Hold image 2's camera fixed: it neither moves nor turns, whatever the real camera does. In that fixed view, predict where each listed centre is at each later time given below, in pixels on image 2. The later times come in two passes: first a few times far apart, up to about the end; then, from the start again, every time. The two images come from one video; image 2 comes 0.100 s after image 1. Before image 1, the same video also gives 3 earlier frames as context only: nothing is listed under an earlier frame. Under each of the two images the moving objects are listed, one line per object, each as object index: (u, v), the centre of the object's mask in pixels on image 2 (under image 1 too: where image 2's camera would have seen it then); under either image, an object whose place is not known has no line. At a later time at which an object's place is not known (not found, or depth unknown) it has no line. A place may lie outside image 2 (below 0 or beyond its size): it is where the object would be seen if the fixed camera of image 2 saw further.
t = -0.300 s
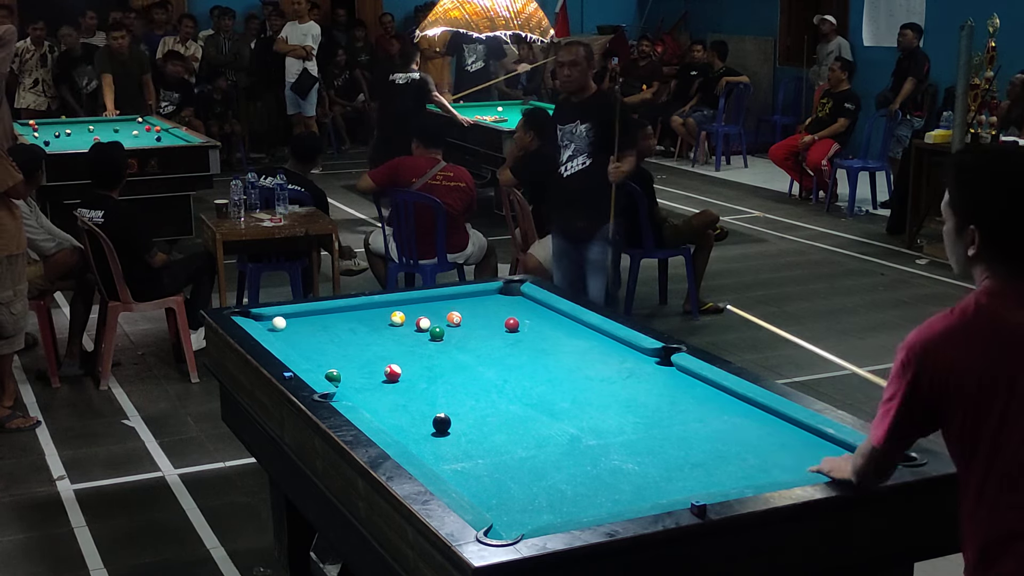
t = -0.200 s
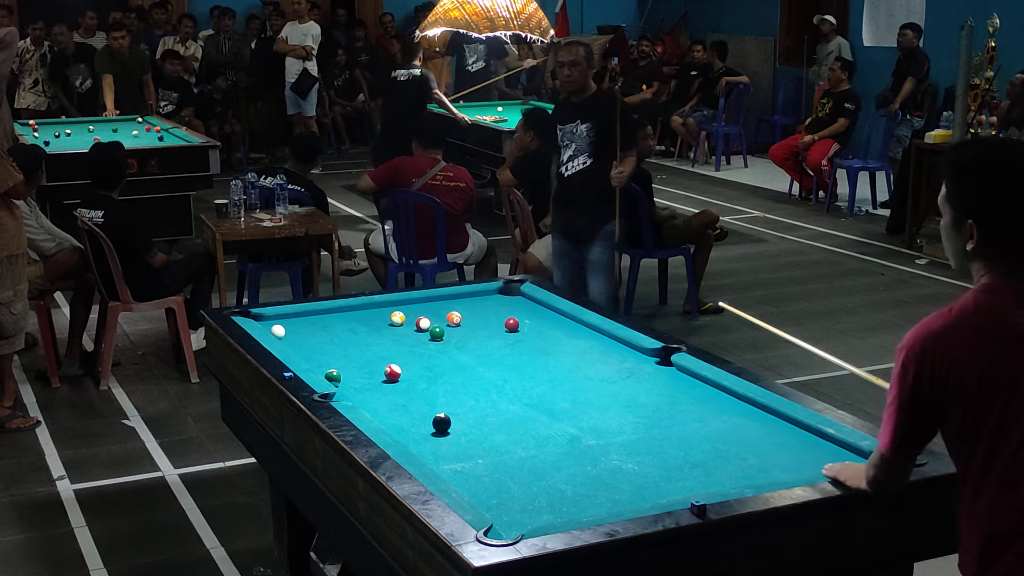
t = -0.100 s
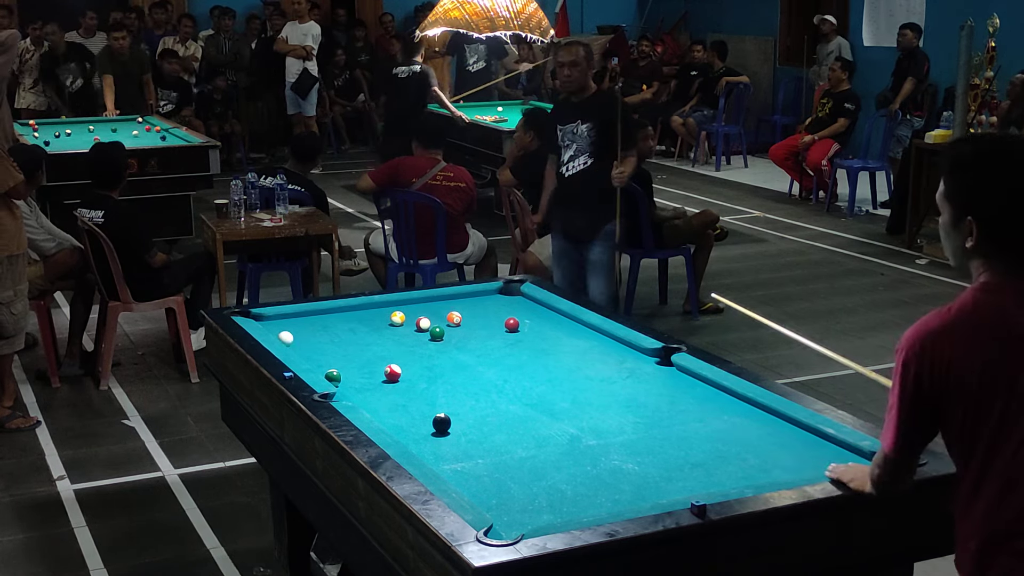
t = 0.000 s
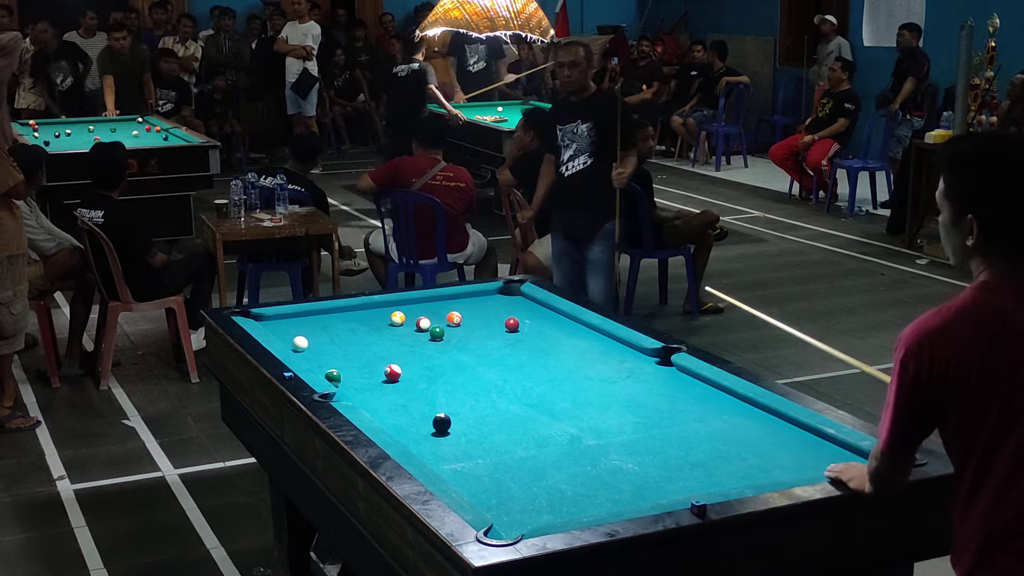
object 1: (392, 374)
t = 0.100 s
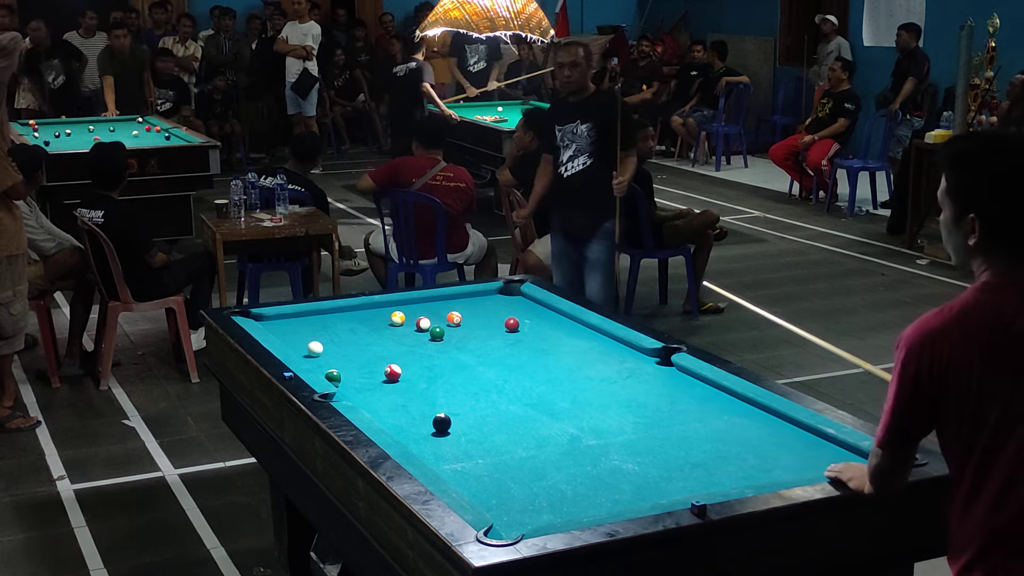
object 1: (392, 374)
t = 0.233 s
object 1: (392, 374)
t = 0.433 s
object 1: (393, 373)
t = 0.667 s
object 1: (413, 377)
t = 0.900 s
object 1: (442, 381)
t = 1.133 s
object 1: (470, 385)
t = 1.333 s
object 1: (493, 388)
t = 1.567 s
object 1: (519, 392)
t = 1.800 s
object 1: (543, 395)
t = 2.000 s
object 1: (562, 398)
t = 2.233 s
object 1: (583, 401)
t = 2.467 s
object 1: (602, 404)
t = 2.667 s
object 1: (617, 404)
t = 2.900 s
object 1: (633, 406)
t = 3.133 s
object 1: (648, 407)
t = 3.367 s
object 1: (660, 409)
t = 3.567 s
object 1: (670, 410)
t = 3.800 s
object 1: (679, 411)
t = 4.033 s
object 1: (686, 411)
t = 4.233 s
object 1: (690, 411)
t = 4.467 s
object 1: (694, 411)
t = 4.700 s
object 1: (696, 411)
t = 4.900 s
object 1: (695, 411)
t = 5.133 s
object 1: (695, 411)
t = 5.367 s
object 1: (695, 411)
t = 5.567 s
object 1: (695, 411)
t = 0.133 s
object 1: (392, 374)
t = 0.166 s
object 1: (392, 374)
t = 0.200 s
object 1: (392, 374)
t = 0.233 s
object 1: (392, 374)
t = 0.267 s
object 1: (392, 374)
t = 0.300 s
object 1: (392, 374)
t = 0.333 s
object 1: (392, 374)
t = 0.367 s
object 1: (392, 374)
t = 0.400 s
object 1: (392, 374)
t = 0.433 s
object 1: (393, 373)
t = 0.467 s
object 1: (392, 374)
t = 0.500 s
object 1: (392, 374)
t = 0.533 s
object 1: (395, 374)
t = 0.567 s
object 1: (400, 375)
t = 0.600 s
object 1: (405, 376)
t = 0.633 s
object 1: (409, 376)
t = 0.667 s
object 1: (413, 377)
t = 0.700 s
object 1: (417, 377)
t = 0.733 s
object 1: (421, 378)
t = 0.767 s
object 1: (426, 379)
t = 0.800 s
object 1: (430, 379)
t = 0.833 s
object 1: (434, 380)
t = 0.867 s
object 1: (438, 380)
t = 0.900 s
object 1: (442, 381)
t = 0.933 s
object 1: (446, 381)
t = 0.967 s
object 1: (450, 382)
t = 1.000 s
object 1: (454, 383)
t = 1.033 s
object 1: (458, 383)
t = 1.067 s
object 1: (462, 384)
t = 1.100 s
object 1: (466, 384)
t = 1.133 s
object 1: (470, 385)
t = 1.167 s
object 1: (474, 386)
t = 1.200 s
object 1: (478, 386)
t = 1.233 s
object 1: (482, 387)
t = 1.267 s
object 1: (486, 387)
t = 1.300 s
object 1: (489, 388)
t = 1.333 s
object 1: (493, 388)
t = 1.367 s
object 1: (497, 389)
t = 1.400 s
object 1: (501, 389)
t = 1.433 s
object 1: (504, 390)
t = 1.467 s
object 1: (508, 390)
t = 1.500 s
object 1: (512, 391)
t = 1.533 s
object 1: (515, 392)
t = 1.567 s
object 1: (519, 392)
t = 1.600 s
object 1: (522, 392)
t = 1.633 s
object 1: (526, 393)
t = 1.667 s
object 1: (529, 393)
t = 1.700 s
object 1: (533, 394)
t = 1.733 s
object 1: (536, 394)
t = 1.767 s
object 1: (539, 395)
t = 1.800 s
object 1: (543, 395)
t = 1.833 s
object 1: (546, 396)
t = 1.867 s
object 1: (549, 396)
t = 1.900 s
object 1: (552, 397)
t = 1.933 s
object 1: (556, 397)
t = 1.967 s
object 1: (559, 397)
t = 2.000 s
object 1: (562, 398)
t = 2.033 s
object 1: (565, 398)
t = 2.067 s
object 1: (568, 399)
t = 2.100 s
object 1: (571, 399)
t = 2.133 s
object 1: (574, 400)
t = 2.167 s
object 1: (577, 400)
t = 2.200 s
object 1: (580, 400)
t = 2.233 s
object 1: (583, 401)
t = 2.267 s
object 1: (586, 401)
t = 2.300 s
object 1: (588, 401)
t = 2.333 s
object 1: (591, 402)
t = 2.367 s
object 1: (594, 402)
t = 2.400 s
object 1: (596, 402)
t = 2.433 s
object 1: (600, 403)
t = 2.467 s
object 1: (602, 404)
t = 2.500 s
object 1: (604, 403)
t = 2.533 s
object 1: (607, 403)
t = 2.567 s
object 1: (609, 403)
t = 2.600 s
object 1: (612, 404)
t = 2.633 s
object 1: (614, 404)
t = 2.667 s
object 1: (617, 404)
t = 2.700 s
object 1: (619, 404)
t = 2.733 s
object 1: (622, 405)
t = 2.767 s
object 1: (624, 405)
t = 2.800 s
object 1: (627, 405)
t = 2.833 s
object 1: (629, 405)
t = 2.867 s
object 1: (631, 406)
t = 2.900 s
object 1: (633, 406)
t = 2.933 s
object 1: (636, 406)
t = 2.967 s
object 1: (638, 406)
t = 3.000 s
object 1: (640, 406)
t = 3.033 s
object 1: (642, 407)
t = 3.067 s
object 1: (644, 407)
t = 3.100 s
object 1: (646, 407)
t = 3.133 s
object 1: (648, 407)
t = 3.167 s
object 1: (650, 408)
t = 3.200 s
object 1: (652, 408)
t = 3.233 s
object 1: (653, 408)
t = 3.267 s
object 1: (655, 408)
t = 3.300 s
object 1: (657, 408)
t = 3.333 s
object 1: (659, 409)
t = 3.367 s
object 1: (660, 409)
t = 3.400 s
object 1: (662, 409)
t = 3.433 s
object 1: (664, 409)
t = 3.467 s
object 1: (665, 409)
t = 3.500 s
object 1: (667, 409)
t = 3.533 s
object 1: (668, 409)
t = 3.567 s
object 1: (670, 410)
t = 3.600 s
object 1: (671, 410)
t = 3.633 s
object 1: (672, 410)
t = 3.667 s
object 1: (674, 410)
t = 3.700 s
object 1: (675, 410)
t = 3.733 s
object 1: (676, 410)
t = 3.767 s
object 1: (677, 410)
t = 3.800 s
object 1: (679, 411)
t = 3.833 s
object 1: (680, 411)
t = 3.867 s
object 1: (681, 411)
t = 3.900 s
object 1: (682, 411)
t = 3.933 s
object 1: (683, 411)
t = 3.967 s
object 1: (684, 411)
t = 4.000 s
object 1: (685, 411)
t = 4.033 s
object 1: (686, 411)
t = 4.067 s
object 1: (687, 411)
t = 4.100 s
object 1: (687, 411)
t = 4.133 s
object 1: (688, 411)
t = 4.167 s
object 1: (689, 411)
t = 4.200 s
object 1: (690, 411)
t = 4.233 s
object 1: (690, 411)
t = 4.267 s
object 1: (691, 411)
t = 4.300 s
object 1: (692, 411)
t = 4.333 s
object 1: (692, 411)
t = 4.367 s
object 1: (693, 411)
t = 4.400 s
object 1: (693, 411)
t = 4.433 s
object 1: (694, 411)
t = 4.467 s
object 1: (694, 411)
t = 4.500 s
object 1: (694, 411)
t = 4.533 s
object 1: (695, 411)
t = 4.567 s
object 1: (695, 411)
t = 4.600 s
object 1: (695, 411)
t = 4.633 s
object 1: (695, 411)
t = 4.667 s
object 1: (695, 411)
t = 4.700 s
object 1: (696, 411)
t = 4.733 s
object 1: (696, 411)
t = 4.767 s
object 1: (696, 411)
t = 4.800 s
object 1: (695, 411)
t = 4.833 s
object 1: (695, 411)
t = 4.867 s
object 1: (695, 411)
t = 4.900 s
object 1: (695, 411)
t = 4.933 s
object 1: (695, 411)
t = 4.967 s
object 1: (695, 411)
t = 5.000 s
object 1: (695, 411)
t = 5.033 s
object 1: (695, 411)
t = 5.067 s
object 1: (695, 411)
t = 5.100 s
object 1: (695, 411)
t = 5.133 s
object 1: (695, 411)
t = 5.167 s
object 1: (695, 411)
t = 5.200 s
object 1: (695, 411)
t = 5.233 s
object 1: (695, 411)
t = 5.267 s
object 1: (695, 411)
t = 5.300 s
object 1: (695, 411)
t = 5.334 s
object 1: (695, 411)
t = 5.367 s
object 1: (695, 411)
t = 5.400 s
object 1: (695, 411)
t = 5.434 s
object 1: (695, 411)
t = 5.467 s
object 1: (695, 411)
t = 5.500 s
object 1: (695, 411)
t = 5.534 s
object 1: (695, 411)
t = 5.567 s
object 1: (695, 411)
